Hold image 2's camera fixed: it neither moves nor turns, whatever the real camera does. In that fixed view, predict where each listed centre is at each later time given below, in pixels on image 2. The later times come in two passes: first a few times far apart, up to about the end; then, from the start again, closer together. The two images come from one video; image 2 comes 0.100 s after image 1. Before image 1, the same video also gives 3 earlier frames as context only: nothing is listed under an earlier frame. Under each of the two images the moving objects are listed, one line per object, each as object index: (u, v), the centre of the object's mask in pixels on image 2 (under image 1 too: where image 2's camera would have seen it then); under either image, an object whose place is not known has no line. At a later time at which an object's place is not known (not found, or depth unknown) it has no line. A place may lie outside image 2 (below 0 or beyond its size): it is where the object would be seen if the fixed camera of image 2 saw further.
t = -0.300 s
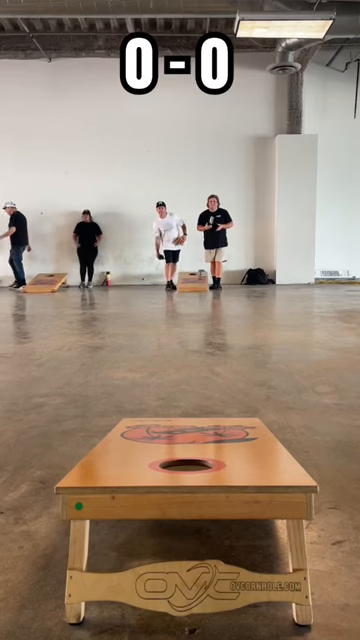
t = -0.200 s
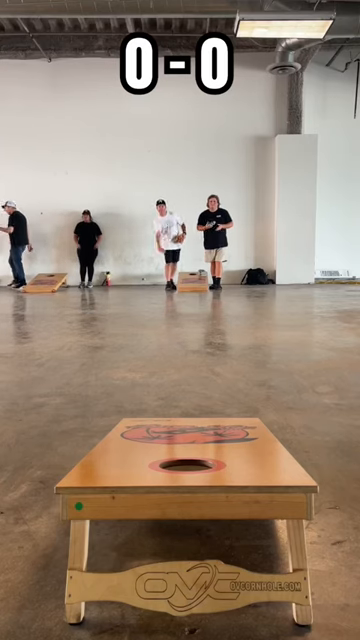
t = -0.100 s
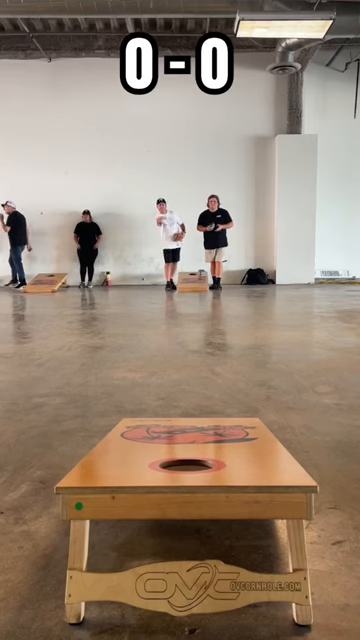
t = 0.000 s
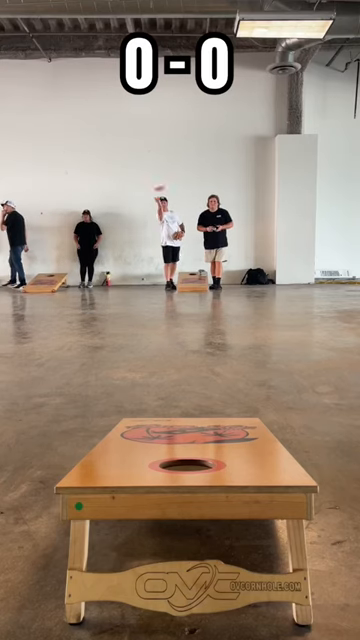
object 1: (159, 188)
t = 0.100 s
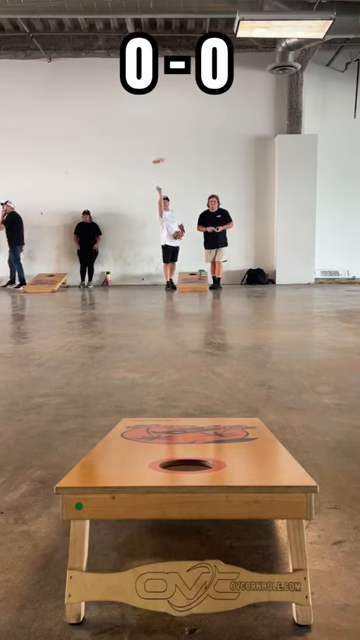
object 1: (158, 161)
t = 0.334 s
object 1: (156, 110)
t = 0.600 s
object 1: (154, 97)
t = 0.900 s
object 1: (149, 221)
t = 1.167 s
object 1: (148, 431)
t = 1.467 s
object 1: (148, 457)
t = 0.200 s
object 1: (156, 136)
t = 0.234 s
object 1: (157, 129)
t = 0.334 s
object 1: (156, 110)
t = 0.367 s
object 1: (156, 105)
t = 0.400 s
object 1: (155, 101)
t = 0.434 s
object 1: (155, 98)
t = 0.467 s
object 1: (155, 95)
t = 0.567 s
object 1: (155, 94)
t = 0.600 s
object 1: (154, 97)
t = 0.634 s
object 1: (154, 100)
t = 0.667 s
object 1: (154, 106)
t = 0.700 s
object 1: (153, 114)
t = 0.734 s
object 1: (153, 123)
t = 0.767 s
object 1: (153, 136)
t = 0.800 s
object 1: (153, 150)
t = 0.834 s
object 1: (151, 170)
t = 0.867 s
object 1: (149, 193)
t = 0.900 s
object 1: (149, 221)
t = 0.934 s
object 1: (151, 253)
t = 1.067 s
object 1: (149, 423)
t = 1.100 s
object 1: (149, 424)
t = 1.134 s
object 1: (147, 427)
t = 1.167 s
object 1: (148, 431)
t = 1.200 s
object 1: (147, 434)
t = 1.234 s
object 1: (146, 437)
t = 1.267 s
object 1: (148, 440)
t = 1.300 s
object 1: (147, 443)
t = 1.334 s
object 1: (148, 447)
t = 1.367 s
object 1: (148, 450)
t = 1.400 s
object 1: (147, 452)
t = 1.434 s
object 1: (148, 454)
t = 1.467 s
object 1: (148, 457)
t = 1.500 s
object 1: (149, 458)
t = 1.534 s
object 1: (149, 460)
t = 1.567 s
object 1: (149, 460)
